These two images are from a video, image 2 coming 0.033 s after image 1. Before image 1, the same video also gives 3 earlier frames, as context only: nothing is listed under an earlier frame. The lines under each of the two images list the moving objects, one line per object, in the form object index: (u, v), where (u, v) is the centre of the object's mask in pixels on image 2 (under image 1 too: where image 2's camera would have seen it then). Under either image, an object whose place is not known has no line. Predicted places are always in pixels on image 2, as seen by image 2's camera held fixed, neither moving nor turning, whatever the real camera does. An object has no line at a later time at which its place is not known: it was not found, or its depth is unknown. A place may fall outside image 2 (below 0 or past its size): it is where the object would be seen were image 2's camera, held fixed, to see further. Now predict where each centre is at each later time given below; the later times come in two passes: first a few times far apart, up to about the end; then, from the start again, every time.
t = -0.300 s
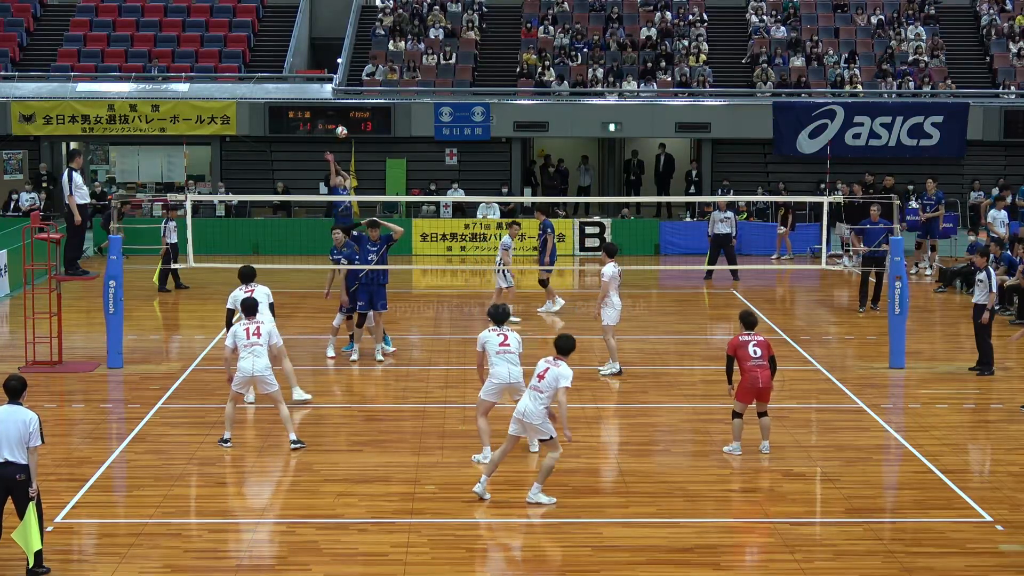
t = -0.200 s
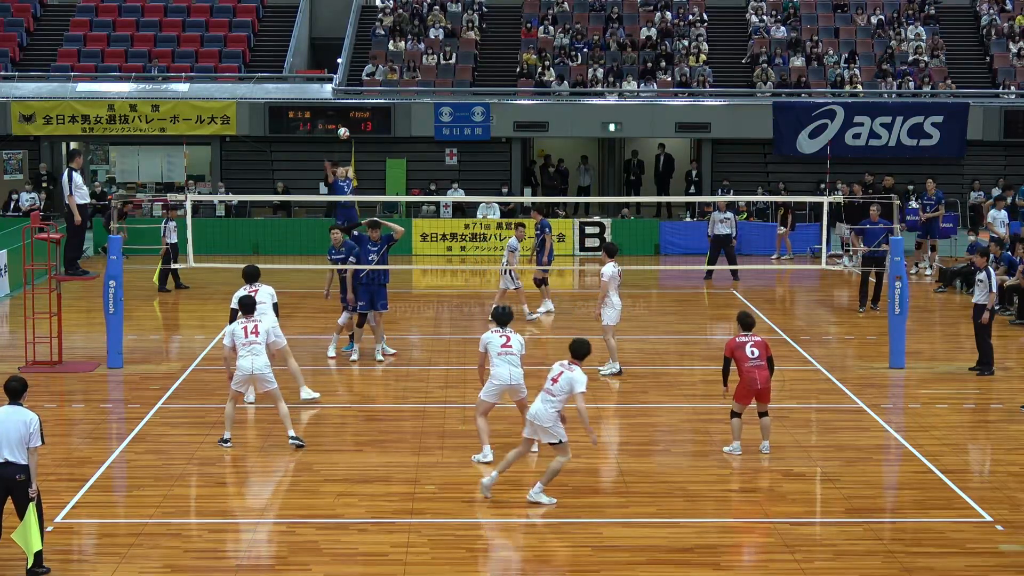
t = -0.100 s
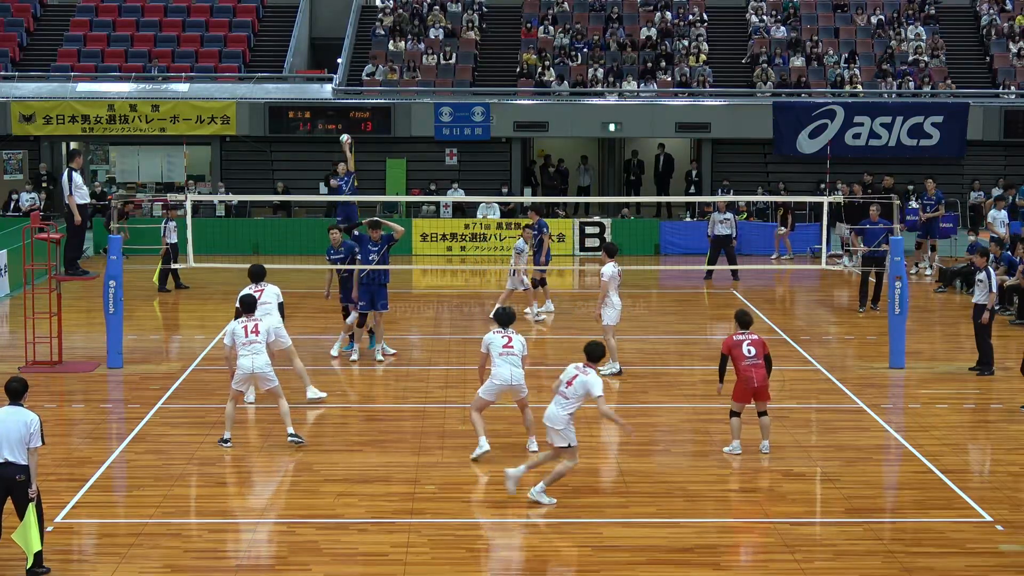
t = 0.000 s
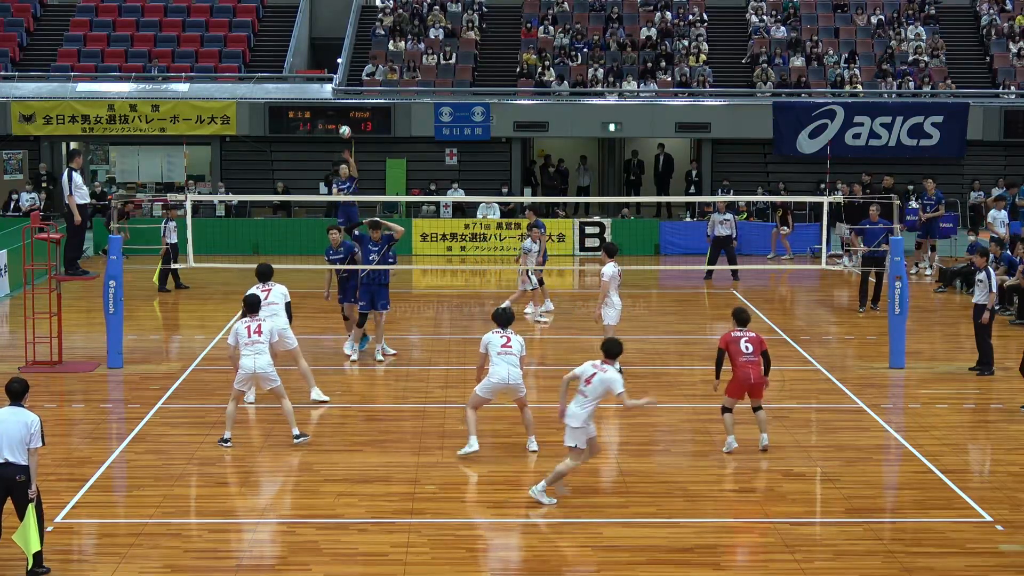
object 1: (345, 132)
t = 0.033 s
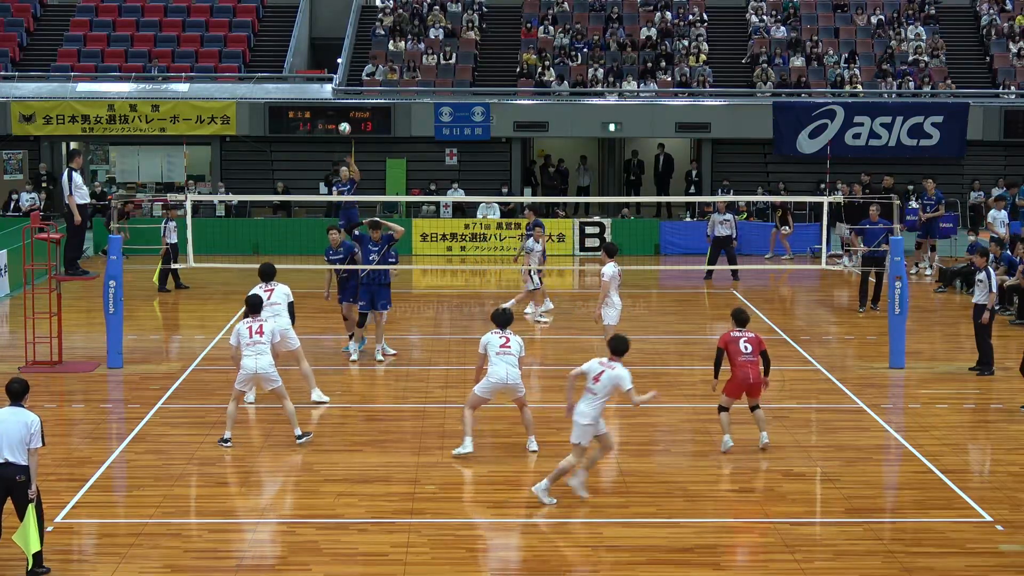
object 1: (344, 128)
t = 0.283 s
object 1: (340, 122)
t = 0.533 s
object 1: (338, 154)
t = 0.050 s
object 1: (344, 127)
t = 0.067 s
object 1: (344, 126)
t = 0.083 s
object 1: (344, 125)
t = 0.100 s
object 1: (344, 124)
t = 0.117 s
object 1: (343, 123)
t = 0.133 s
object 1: (342, 122)
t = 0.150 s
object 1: (342, 122)
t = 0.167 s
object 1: (342, 121)
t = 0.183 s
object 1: (341, 121)
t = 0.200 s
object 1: (341, 121)
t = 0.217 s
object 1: (341, 121)
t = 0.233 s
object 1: (341, 121)
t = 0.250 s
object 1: (340, 121)
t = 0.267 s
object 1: (340, 121)
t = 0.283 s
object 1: (340, 122)
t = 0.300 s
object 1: (340, 122)
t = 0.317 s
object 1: (340, 123)
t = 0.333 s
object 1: (340, 124)
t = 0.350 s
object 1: (340, 126)
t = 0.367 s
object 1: (339, 127)
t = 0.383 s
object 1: (339, 129)
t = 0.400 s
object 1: (339, 131)
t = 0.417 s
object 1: (339, 133)
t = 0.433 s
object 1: (339, 135)
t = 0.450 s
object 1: (339, 137)
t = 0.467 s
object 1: (339, 140)
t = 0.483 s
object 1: (338, 143)
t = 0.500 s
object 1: (338, 146)
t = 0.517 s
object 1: (338, 150)
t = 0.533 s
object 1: (338, 154)
